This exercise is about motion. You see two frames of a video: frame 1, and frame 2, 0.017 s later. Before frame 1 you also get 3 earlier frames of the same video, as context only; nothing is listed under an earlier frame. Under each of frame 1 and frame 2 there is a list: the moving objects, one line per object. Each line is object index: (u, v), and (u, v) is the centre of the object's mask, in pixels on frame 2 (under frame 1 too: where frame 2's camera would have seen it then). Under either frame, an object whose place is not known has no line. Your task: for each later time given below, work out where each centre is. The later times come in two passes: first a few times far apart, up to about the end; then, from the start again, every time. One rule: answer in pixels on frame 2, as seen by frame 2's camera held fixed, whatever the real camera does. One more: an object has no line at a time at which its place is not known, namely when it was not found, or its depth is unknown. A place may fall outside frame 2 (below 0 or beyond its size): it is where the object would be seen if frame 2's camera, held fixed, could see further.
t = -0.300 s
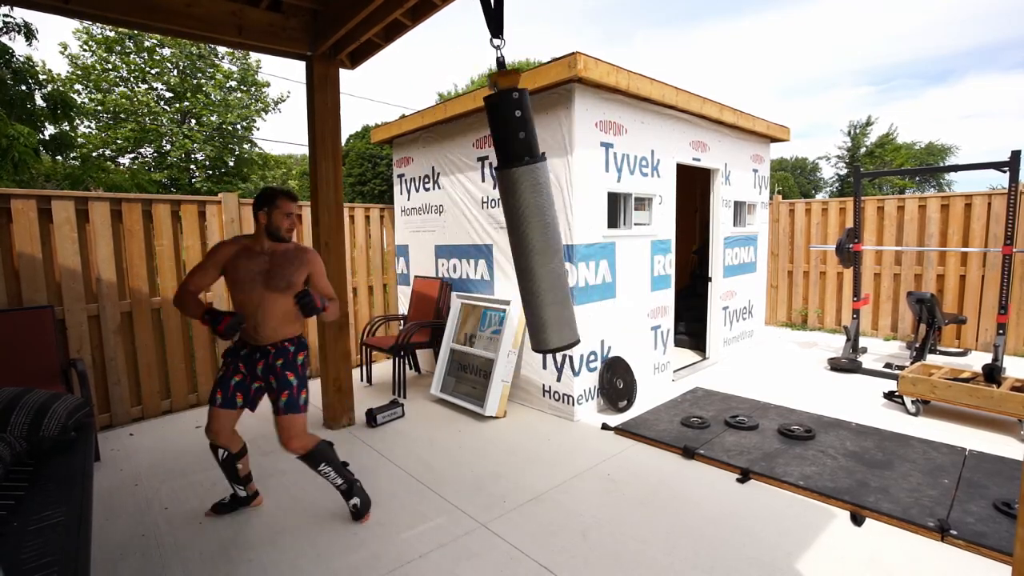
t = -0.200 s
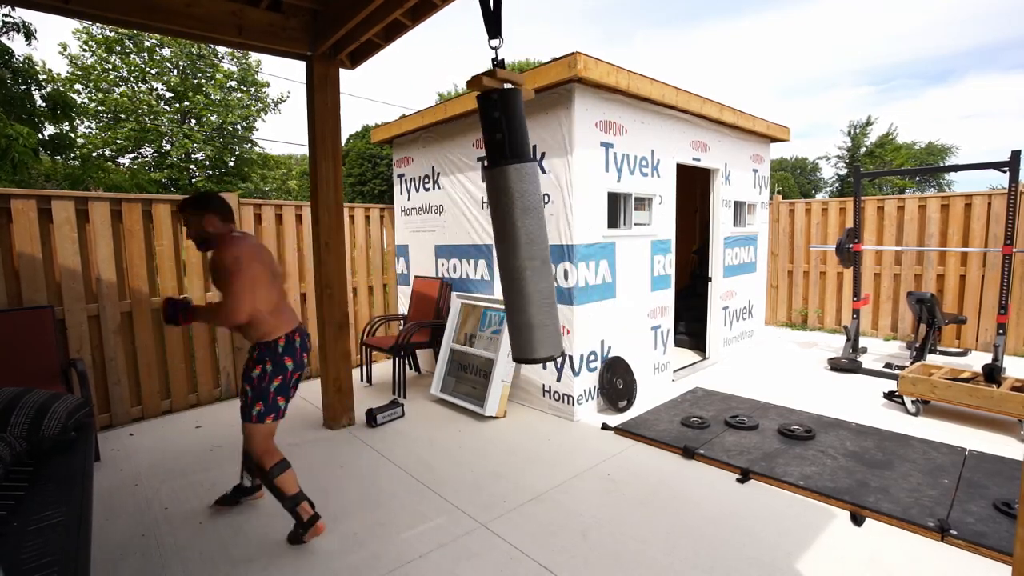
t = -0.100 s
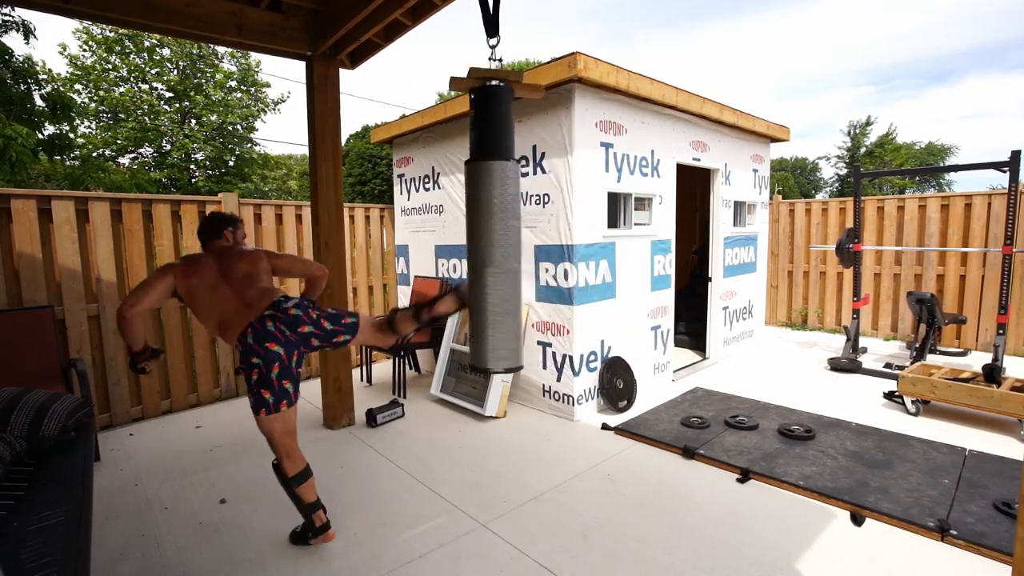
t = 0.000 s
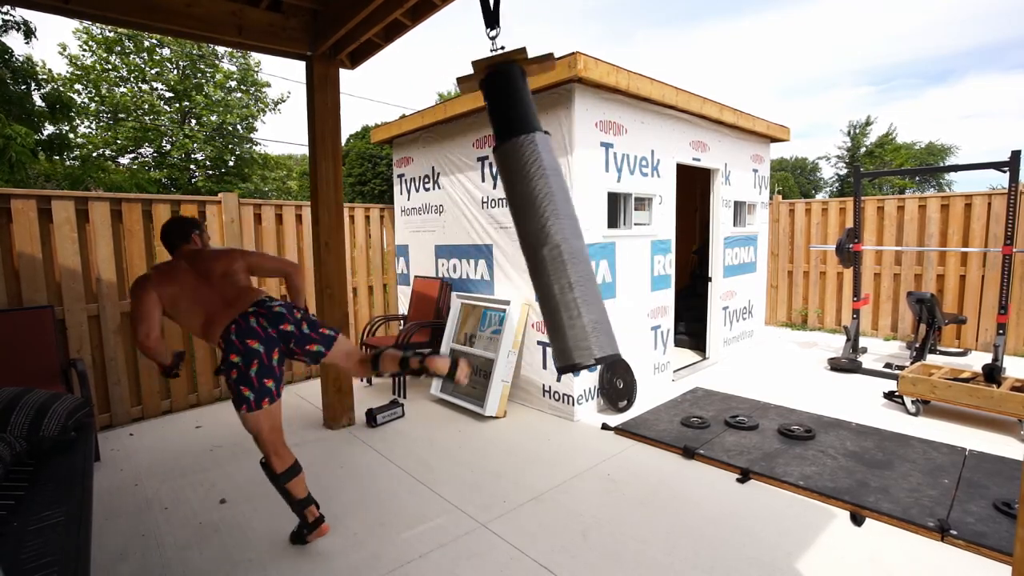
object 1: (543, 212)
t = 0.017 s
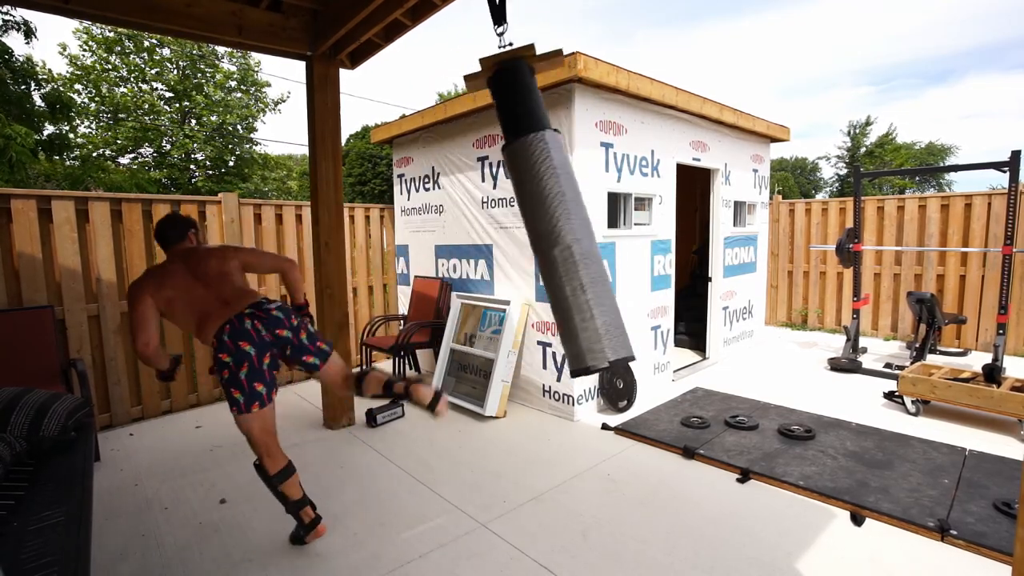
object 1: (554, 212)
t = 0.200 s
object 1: (591, 198)
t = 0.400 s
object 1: (486, 221)
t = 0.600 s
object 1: (422, 196)
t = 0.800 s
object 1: (447, 211)
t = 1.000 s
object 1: (545, 217)
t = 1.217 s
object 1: (572, 209)
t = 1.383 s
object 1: (489, 224)
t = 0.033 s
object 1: (563, 206)
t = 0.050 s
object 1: (572, 200)
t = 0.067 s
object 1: (580, 195)
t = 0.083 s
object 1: (585, 189)
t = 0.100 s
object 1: (590, 187)
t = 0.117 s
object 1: (594, 187)
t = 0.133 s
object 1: (597, 189)
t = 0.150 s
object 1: (598, 192)
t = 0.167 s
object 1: (597, 195)
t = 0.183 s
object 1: (595, 197)
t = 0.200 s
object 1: (591, 198)
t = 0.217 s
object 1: (586, 200)
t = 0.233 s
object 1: (578, 202)
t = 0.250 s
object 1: (571, 209)
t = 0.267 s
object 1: (564, 213)
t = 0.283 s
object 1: (554, 214)
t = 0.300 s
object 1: (545, 215)
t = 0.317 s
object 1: (536, 215)
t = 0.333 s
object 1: (526, 215)
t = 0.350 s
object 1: (516, 215)
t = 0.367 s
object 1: (506, 217)
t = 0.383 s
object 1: (496, 220)
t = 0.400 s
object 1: (486, 221)
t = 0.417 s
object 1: (477, 222)
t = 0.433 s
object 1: (468, 221)
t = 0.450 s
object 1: (460, 218)
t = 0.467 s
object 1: (453, 217)
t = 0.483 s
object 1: (447, 212)
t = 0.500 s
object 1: (441, 211)
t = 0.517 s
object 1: (437, 208)
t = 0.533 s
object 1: (433, 204)
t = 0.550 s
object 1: (429, 202)
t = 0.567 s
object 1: (427, 199)
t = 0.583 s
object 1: (424, 197)
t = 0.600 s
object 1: (422, 196)
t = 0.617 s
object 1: (421, 195)
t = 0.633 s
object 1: (419, 196)
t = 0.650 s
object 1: (419, 197)
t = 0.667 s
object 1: (419, 197)
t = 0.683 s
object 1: (419, 199)
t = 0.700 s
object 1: (422, 197)
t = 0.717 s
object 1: (424, 200)
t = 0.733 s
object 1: (427, 202)
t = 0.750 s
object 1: (431, 204)
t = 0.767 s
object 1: (435, 207)
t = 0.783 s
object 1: (441, 208)
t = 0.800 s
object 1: (447, 211)
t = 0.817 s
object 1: (454, 211)
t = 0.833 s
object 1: (460, 215)
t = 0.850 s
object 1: (467, 218)
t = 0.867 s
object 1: (475, 221)
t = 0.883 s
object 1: (483, 222)
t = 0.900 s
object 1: (490, 226)
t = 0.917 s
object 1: (499, 227)
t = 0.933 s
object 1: (508, 227)
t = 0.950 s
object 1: (517, 223)
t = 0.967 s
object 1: (527, 222)
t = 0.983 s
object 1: (536, 220)
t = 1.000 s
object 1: (545, 217)
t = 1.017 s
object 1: (554, 214)
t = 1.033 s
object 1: (562, 210)
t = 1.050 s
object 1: (568, 206)
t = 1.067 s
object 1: (574, 204)
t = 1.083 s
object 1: (579, 202)
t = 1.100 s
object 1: (583, 202)
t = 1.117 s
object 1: (585, 202)
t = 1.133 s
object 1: (587, 202)
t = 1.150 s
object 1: (586, 203)
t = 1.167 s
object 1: (585, 205)
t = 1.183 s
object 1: (582, 206)
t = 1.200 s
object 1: (578, 208)
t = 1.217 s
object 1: (572, 209)
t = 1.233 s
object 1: (565, 210)
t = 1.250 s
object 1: (558, 212)
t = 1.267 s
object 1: (551, 214)
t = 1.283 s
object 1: (542, 216)
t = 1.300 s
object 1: (534, 217)
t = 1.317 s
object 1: (525, 219)
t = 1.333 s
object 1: (516, 221)
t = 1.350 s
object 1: (507, 222)
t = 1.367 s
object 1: (498, 224)
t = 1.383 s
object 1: (489, 224)
